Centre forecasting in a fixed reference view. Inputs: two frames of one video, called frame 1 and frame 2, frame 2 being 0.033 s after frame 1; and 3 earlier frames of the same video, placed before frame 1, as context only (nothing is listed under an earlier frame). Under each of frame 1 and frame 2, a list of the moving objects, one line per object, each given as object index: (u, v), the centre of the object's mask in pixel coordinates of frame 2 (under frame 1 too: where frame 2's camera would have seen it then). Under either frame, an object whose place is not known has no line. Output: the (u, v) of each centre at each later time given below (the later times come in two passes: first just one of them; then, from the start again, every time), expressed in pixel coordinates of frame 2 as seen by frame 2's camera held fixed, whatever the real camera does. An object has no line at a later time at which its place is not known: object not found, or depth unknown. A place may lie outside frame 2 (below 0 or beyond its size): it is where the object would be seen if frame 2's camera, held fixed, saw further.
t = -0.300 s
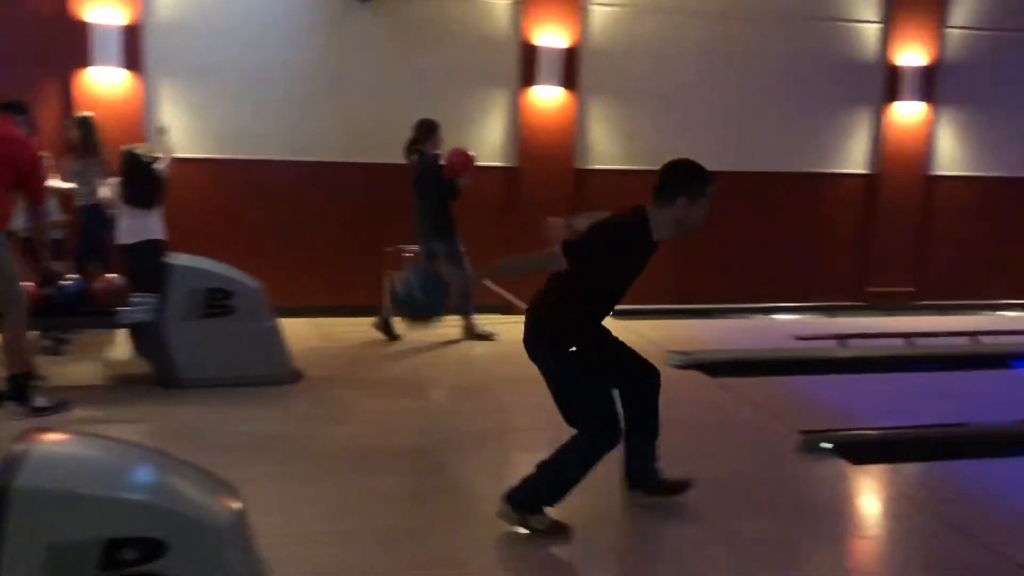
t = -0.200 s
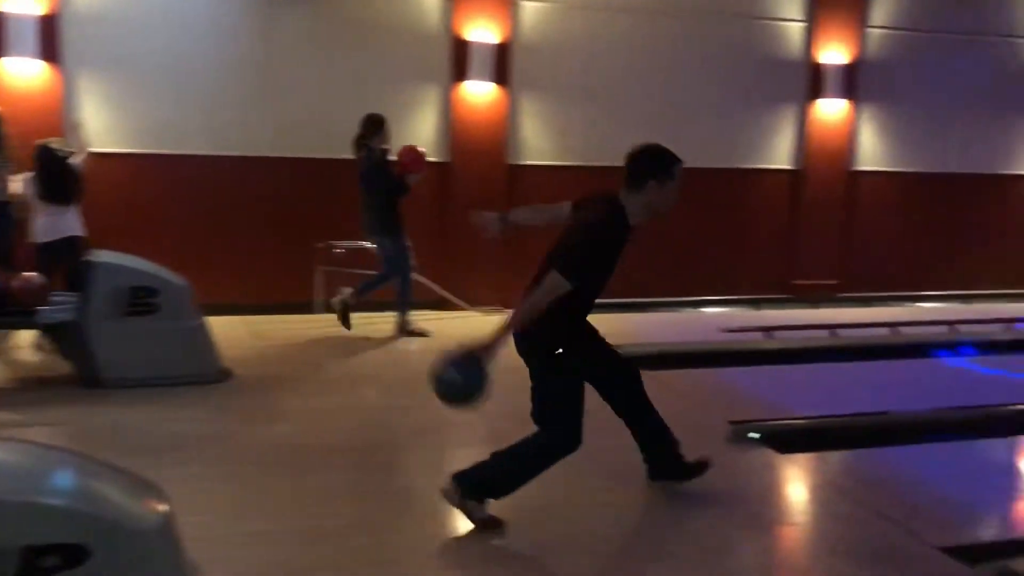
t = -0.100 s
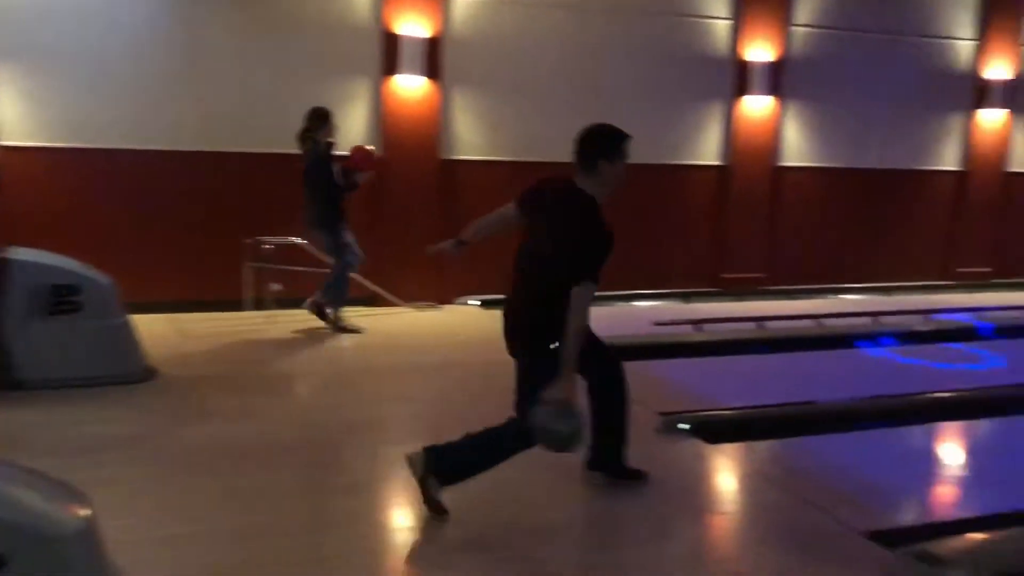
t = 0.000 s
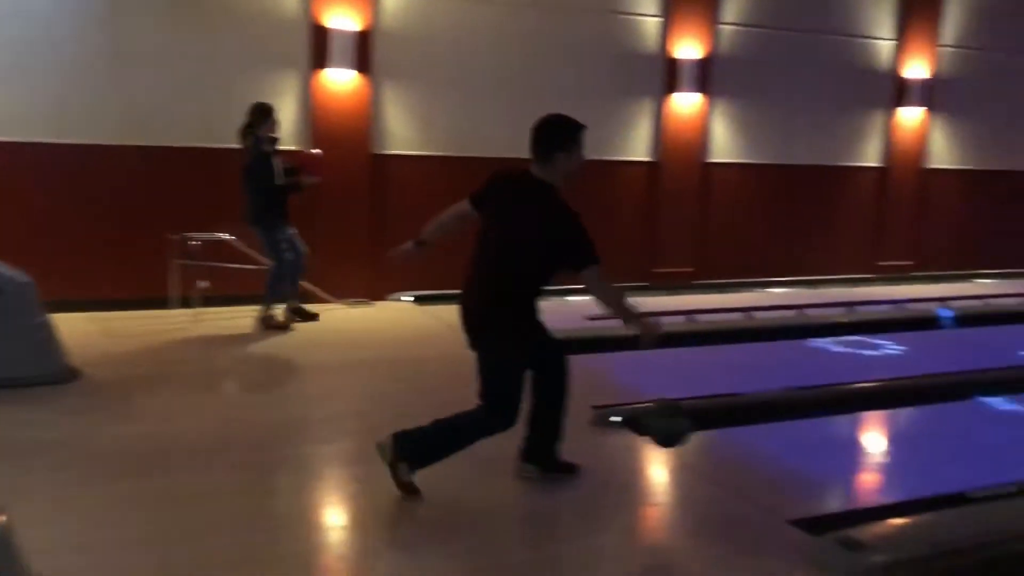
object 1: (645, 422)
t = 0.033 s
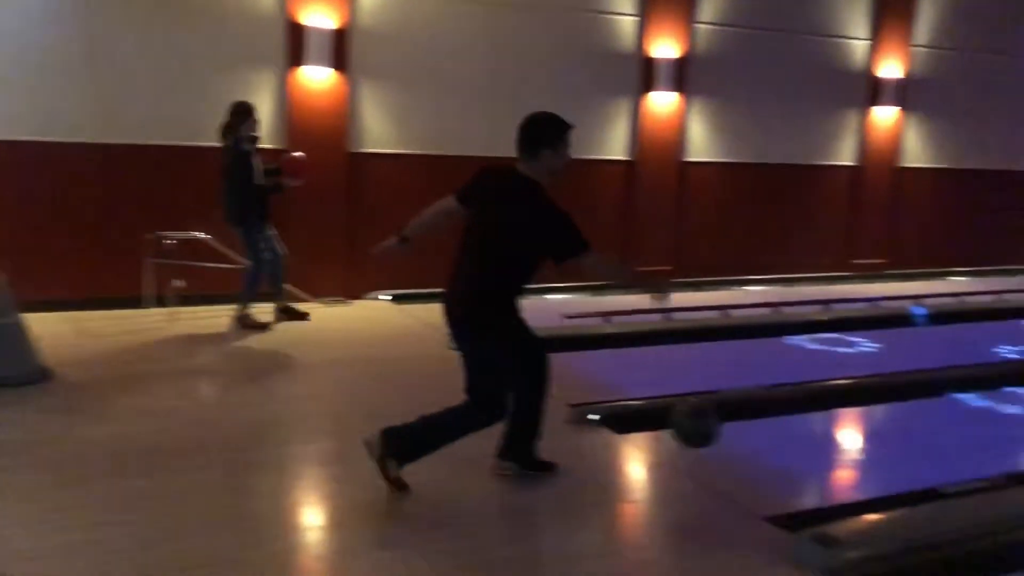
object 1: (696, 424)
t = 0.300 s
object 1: (1021, 415)
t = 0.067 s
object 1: (743, 429)
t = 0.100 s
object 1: (790, 437)
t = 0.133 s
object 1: (831, 442)
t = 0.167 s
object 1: (875, 432)
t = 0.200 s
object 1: (914, 426)
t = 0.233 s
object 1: (951, 422)
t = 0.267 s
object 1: (986, 420)
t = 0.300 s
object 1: (1021, 415)
